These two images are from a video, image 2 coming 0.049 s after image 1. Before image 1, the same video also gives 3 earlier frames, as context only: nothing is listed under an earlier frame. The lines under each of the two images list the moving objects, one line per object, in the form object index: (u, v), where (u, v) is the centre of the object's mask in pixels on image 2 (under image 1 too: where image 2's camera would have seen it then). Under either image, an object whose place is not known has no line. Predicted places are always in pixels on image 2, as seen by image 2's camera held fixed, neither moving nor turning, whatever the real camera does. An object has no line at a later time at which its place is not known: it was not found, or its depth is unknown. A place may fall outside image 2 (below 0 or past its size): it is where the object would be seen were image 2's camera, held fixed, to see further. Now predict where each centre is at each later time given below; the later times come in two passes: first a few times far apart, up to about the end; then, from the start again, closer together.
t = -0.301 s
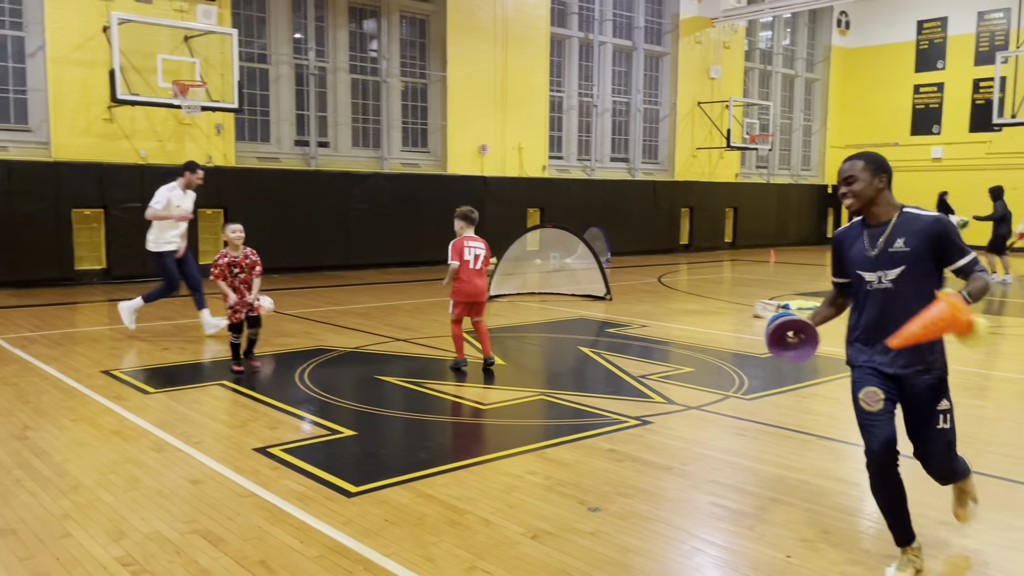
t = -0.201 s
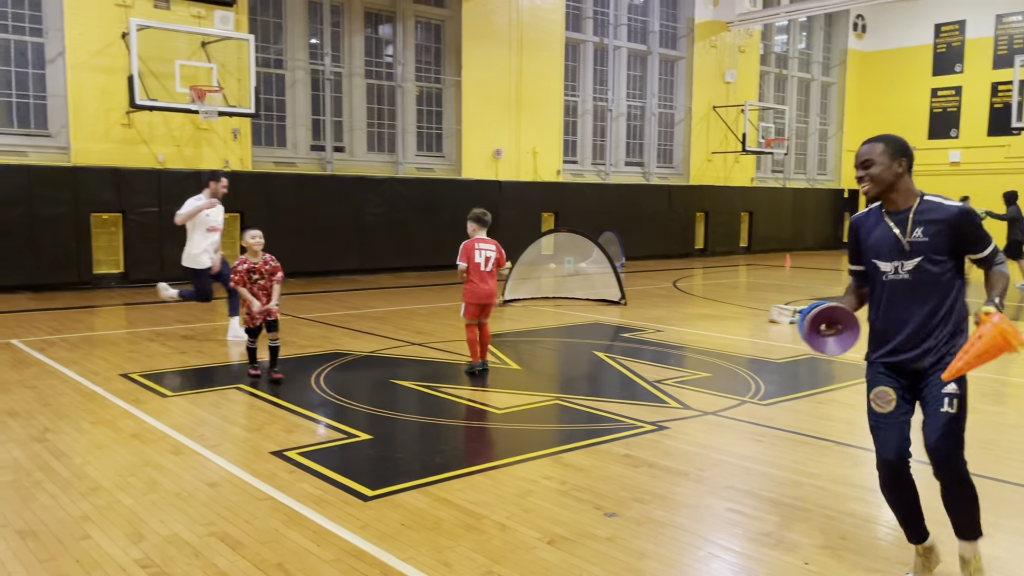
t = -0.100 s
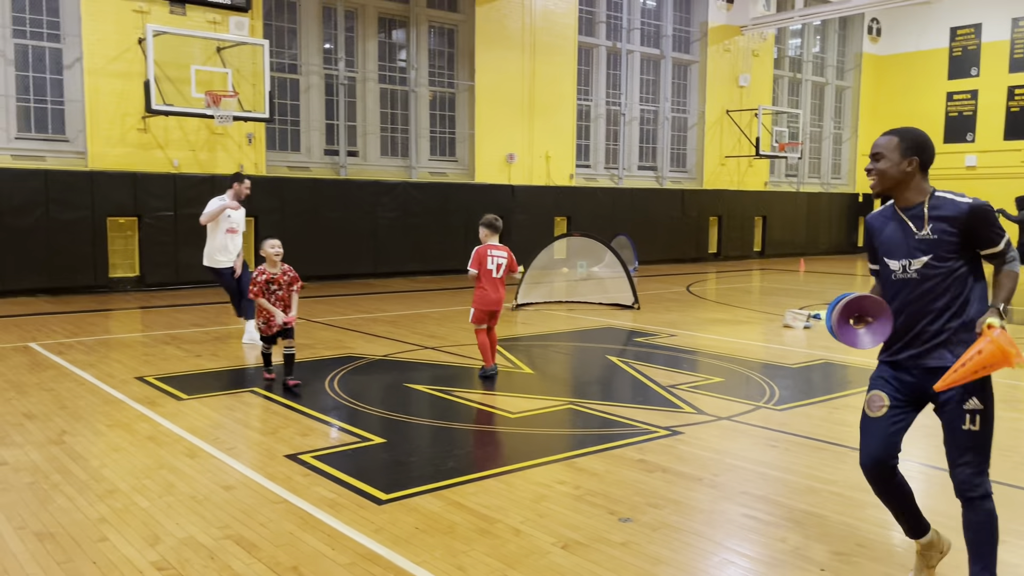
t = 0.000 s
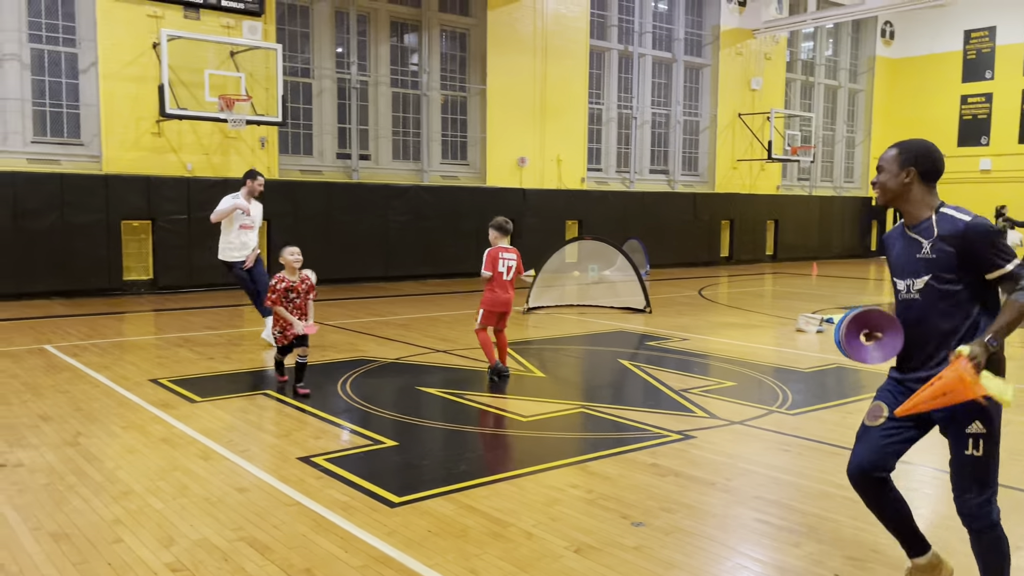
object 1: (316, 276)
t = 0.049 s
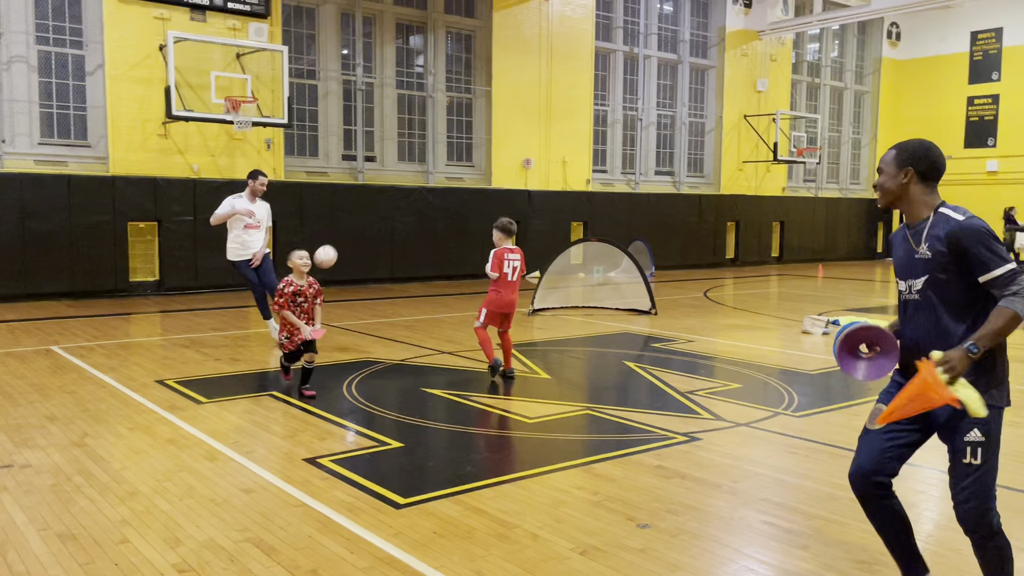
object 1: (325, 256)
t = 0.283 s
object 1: (407, 149)
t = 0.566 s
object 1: (548, 55)
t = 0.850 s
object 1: (805, 56)
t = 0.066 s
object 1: (330, 248)
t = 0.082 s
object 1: (335, 240)
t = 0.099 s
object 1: (341, 232)
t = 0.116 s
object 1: (346, 224)
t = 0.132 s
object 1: (352, 216)
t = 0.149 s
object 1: (357, 209)
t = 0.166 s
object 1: (363, 201)
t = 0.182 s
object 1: (368, 193)
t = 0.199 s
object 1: (375, 186)
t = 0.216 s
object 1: (381, 179)
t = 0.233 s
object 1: (387, 171)
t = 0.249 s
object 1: (394, 163)
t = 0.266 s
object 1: (400, 156)
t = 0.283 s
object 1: (407, 149)
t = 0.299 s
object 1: (413, 143)
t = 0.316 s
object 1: (419, 136)
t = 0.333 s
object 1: (426, 129)
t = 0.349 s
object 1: (434, 123)
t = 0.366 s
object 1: (442, 117)
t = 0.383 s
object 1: (450, 111)
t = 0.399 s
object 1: (458, 105)
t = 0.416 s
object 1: (465, 99)
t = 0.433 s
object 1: (473, 92)
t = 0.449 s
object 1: (481, 87)
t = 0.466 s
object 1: (489, 82)
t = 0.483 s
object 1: (498, 78)
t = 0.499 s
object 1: (508, 72)
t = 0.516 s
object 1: (519, 68)
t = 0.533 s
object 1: (528, 63)
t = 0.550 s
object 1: (538, 59)
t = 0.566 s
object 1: (548, 55)
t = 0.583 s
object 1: (559, 52)
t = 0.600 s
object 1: (570, 49)
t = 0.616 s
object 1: (583, 46)
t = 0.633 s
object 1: (595, 44)
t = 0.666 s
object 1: (620, 40)
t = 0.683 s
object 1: (633, 38)
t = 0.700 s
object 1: (647, 37)
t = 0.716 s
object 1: (662, 38)
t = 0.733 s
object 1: (677, 38)
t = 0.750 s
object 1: (693, 39)
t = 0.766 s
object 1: (709, 40)
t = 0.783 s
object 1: (727, 42)
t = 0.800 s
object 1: (746, 45)
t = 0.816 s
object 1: (764, 47)
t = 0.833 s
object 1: (784, 53)
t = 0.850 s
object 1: (805, 56)
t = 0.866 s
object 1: (828, 66)
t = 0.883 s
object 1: (852, 72)
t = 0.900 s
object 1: (876, 80)
